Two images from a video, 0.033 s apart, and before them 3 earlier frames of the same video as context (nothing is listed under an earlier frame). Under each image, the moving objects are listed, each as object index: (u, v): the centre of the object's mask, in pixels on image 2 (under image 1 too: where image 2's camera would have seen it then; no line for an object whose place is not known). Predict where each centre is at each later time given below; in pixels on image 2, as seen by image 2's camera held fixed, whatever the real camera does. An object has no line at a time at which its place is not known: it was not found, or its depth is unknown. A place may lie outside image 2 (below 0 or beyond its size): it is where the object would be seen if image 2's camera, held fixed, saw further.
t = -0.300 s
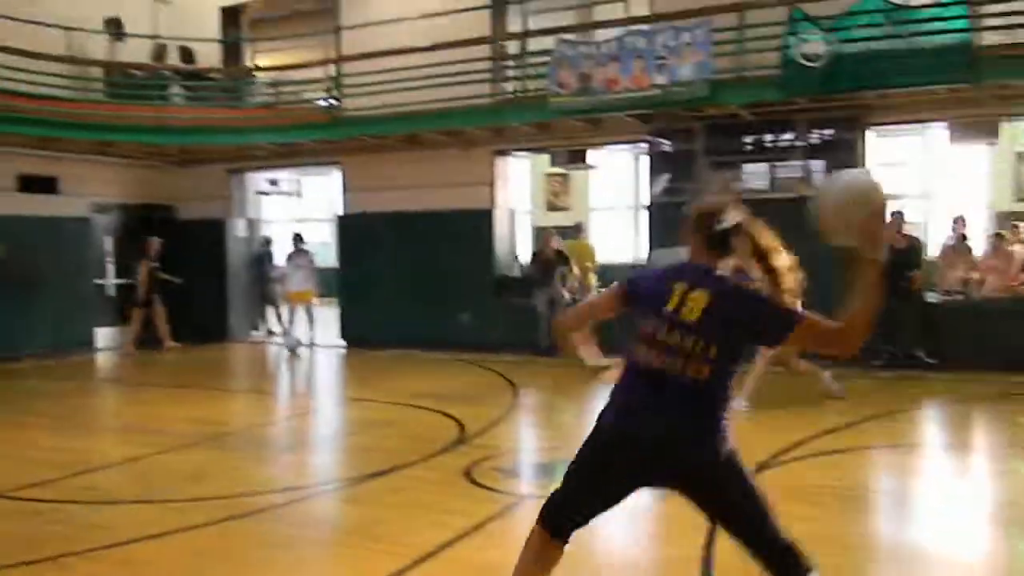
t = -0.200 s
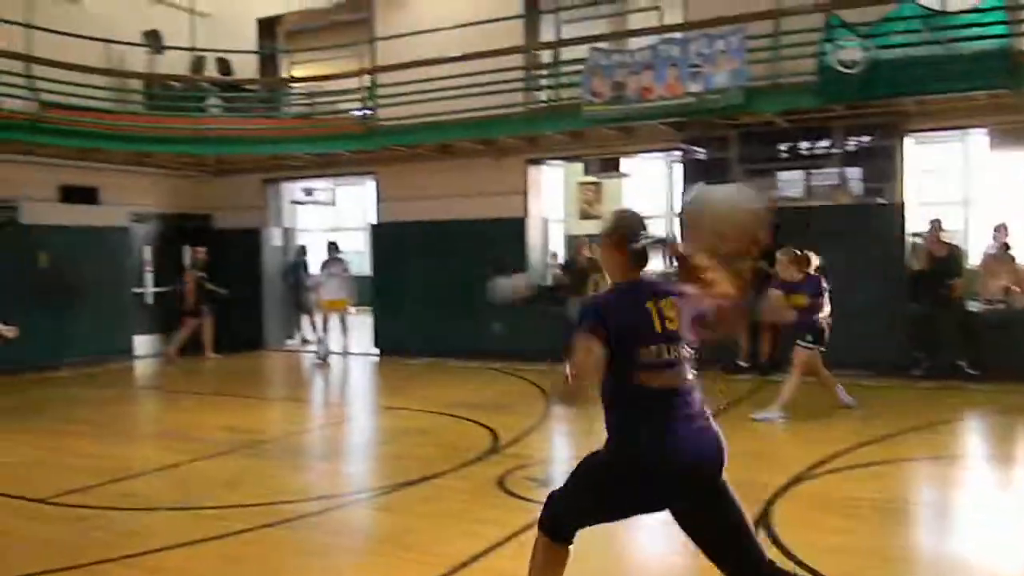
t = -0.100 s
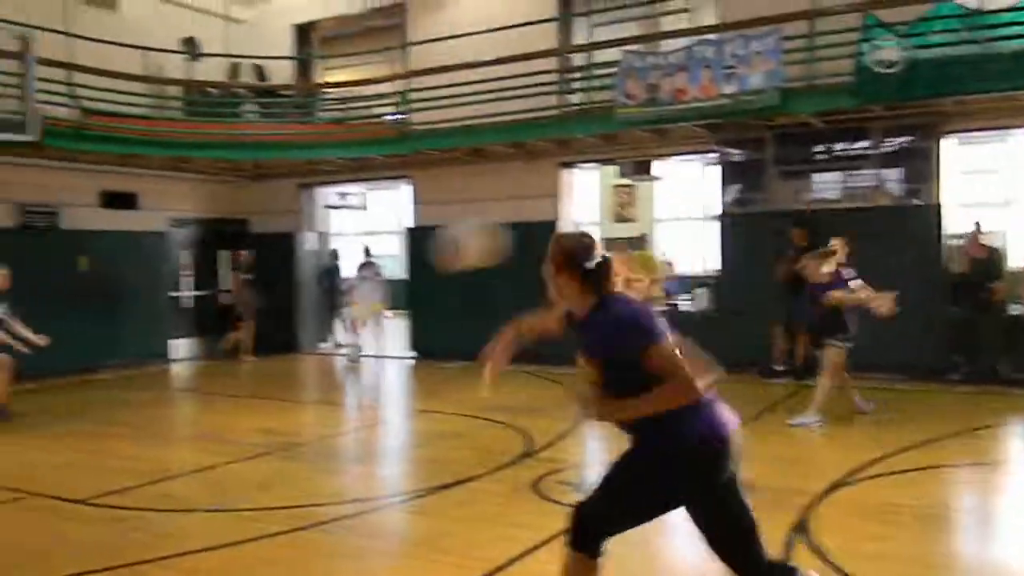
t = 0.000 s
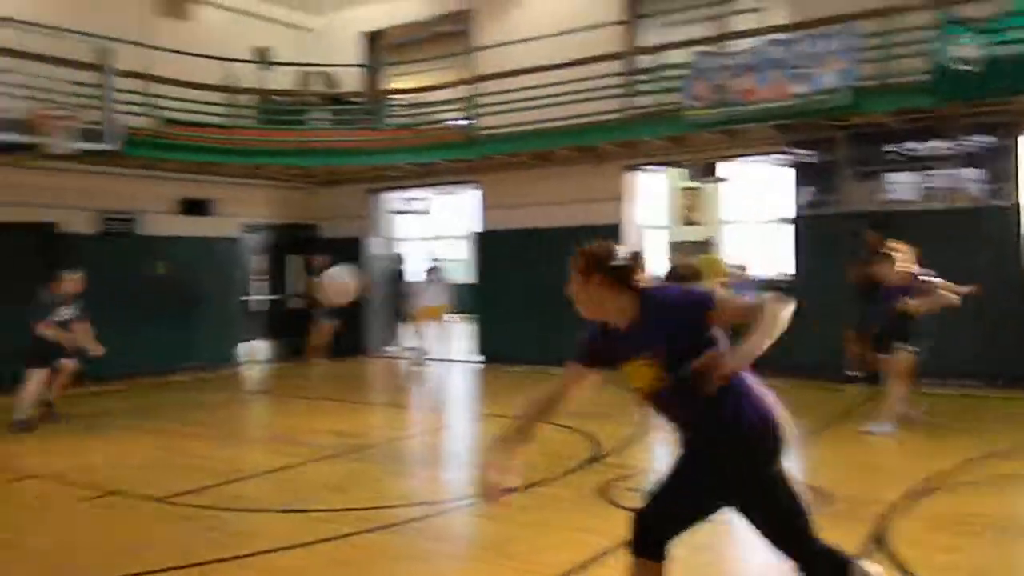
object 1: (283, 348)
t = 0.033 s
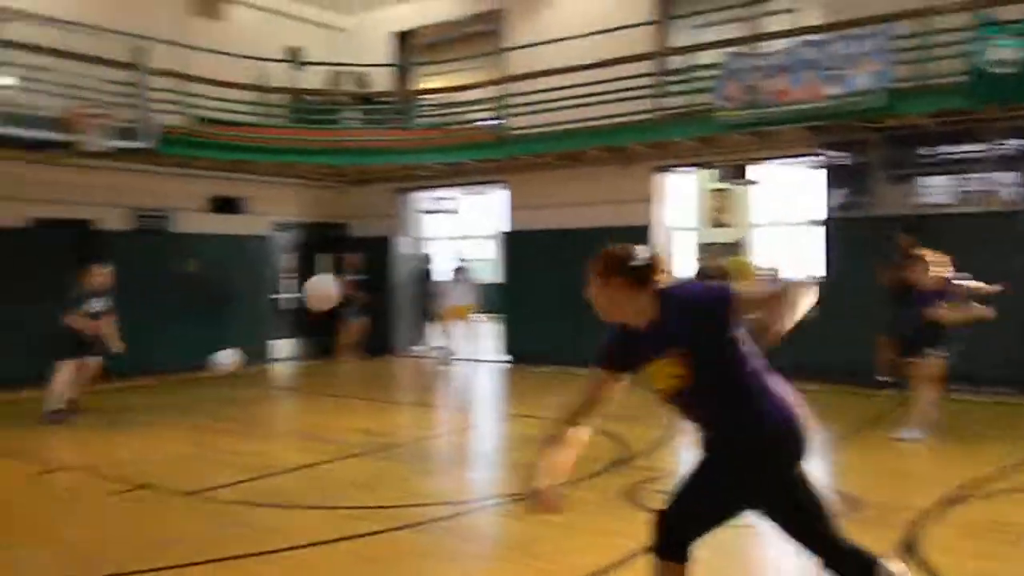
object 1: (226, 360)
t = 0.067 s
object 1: (175, 371)
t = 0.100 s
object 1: (122, 385)
